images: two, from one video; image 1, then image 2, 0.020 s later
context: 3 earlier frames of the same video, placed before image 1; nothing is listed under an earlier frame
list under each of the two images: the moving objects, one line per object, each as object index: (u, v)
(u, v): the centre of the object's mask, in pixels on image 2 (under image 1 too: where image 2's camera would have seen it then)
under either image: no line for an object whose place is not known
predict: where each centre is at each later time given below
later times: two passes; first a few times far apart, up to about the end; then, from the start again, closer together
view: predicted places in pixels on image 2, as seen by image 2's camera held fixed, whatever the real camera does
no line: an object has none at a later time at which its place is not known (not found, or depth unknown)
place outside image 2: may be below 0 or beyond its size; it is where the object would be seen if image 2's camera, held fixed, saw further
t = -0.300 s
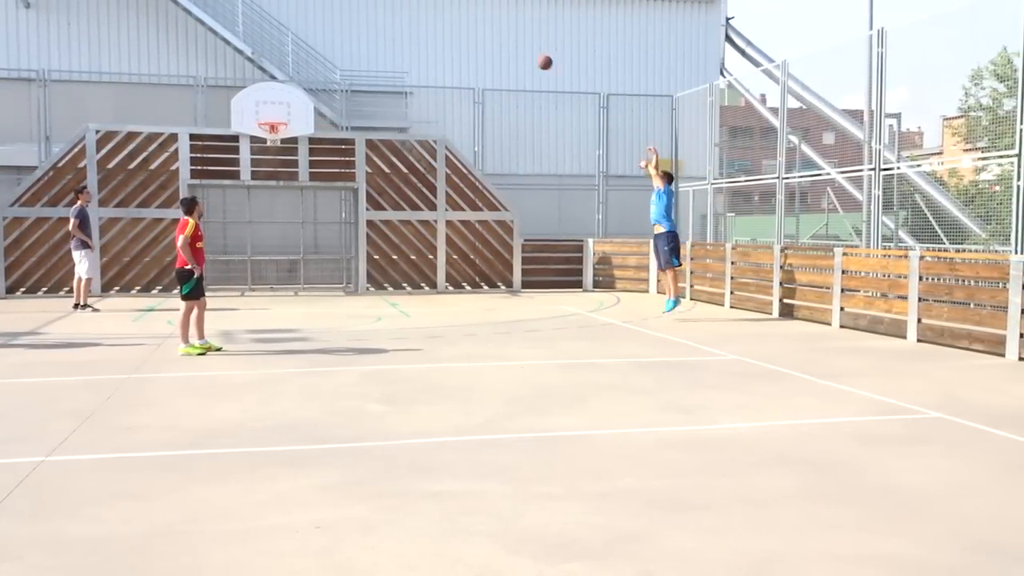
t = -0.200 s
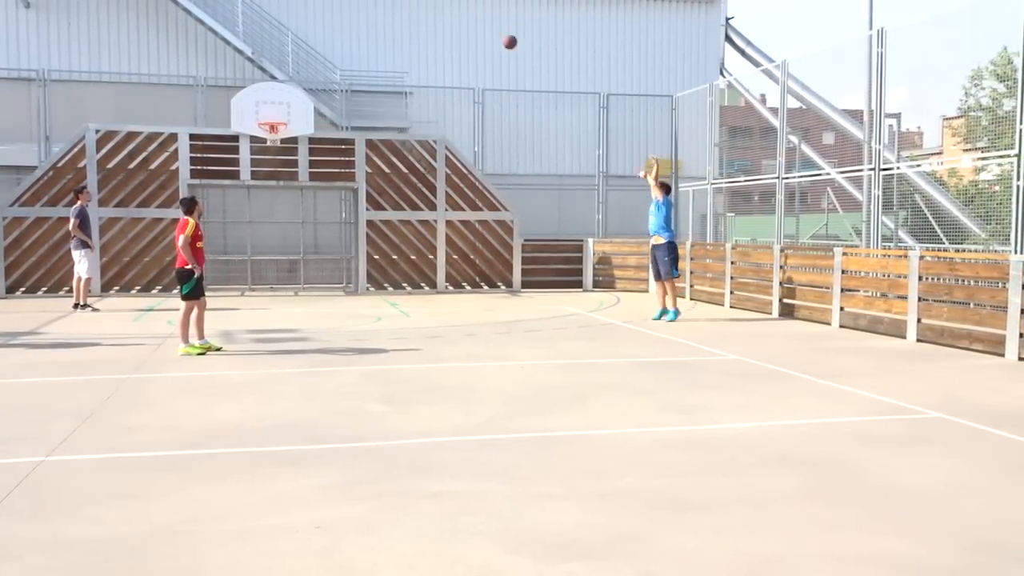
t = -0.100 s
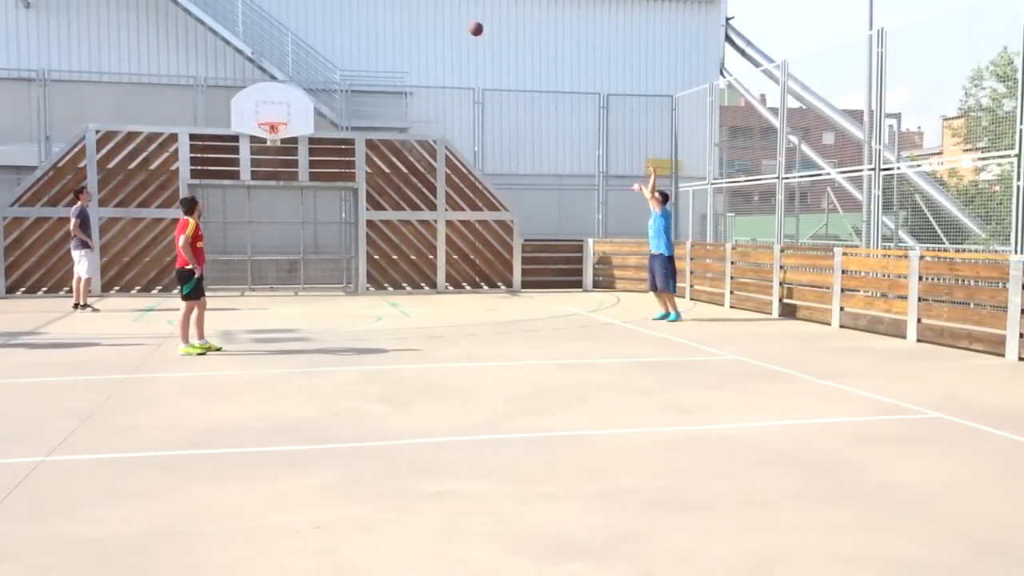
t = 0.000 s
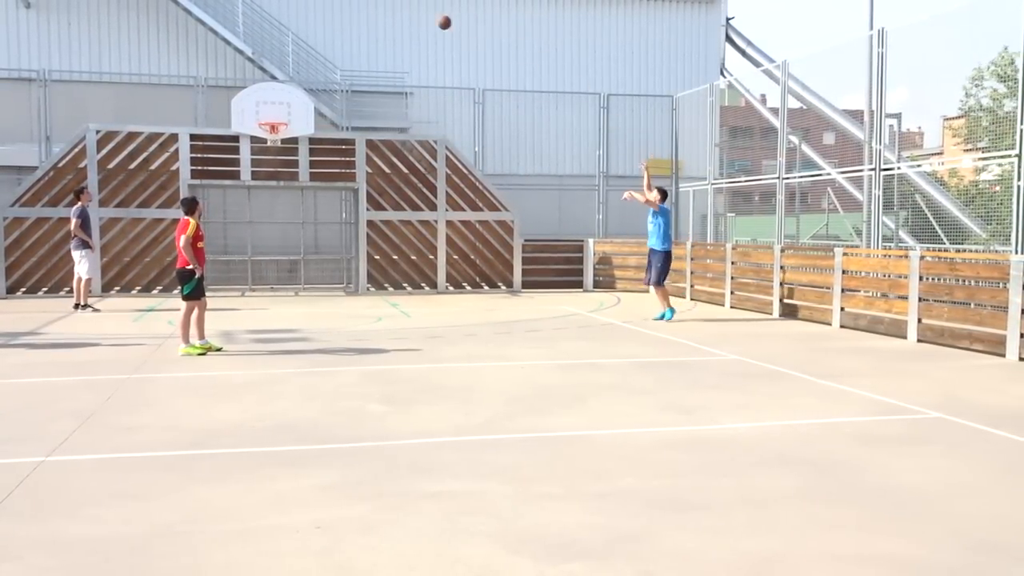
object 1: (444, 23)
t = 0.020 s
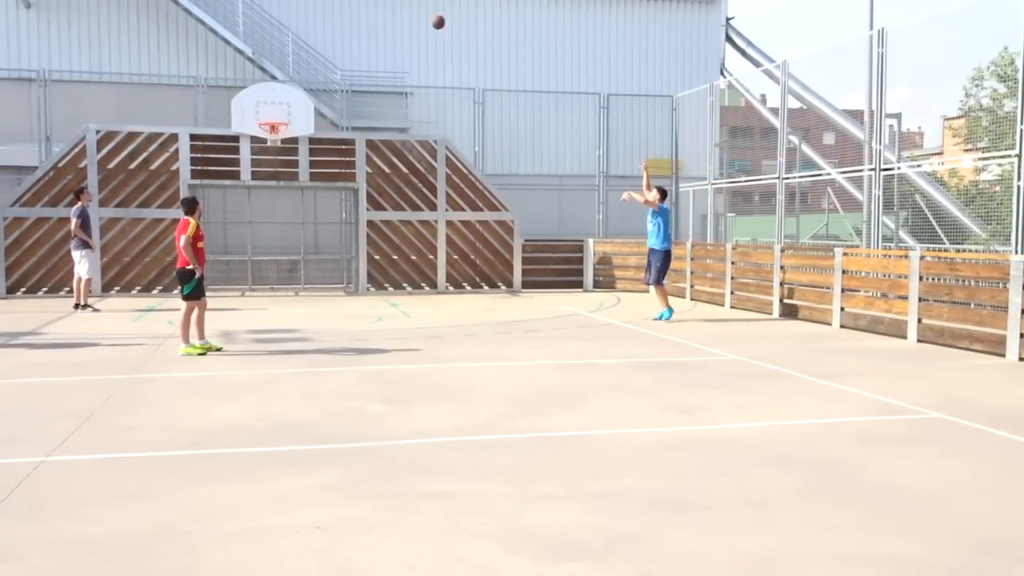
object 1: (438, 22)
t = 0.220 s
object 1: (378, 31)
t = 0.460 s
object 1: (313, 71)
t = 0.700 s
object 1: (263, 105)
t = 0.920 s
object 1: (244, 72)
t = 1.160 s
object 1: (222, 68)
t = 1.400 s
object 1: (201, 99)
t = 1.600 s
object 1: (183, 154)
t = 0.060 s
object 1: (425, 22)
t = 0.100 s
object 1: (414, 23)
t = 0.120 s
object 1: (407, 23)
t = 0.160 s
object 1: (396, 26)
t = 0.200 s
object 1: (384, 29)
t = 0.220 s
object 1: (378, 31)
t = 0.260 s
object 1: (366, 36)
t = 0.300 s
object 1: (356, 41)
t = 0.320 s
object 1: (350, 44)
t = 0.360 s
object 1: (340, 51)
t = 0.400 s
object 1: (328, 58)
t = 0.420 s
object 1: (323, 63)
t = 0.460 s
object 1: (313, 71)
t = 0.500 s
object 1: (303, 81)
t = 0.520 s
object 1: (298, 86)
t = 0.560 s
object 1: (288, 97)
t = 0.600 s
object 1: (279, 109)
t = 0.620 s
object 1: (274, 115)
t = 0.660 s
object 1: (267, 114)
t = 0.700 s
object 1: (263, 105)
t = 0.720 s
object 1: (261, 100)
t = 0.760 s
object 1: (258, 93)
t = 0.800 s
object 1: (254, 86)
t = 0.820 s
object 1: (253, 83)
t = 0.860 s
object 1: (249, 78)
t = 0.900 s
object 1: (246, 74)
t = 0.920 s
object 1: (244, 72)
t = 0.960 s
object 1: (240, 69)
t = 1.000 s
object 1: (237, 67)
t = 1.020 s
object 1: (235, 67)
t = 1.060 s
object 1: (231, 66)
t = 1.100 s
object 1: (228, 66)
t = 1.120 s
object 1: (226, 66)
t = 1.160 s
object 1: (222, 68)
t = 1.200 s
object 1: (219, 71)
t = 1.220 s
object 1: (217, 72)
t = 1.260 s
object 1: (214, 77)
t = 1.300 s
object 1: (210, 82)
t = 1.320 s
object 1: (208, 85)
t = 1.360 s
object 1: (205, 91)
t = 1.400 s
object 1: (201, 99)
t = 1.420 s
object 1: (199, 104)
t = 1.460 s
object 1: (196, 113)
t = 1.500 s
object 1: (193, 123)
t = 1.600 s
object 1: (183, 154)
